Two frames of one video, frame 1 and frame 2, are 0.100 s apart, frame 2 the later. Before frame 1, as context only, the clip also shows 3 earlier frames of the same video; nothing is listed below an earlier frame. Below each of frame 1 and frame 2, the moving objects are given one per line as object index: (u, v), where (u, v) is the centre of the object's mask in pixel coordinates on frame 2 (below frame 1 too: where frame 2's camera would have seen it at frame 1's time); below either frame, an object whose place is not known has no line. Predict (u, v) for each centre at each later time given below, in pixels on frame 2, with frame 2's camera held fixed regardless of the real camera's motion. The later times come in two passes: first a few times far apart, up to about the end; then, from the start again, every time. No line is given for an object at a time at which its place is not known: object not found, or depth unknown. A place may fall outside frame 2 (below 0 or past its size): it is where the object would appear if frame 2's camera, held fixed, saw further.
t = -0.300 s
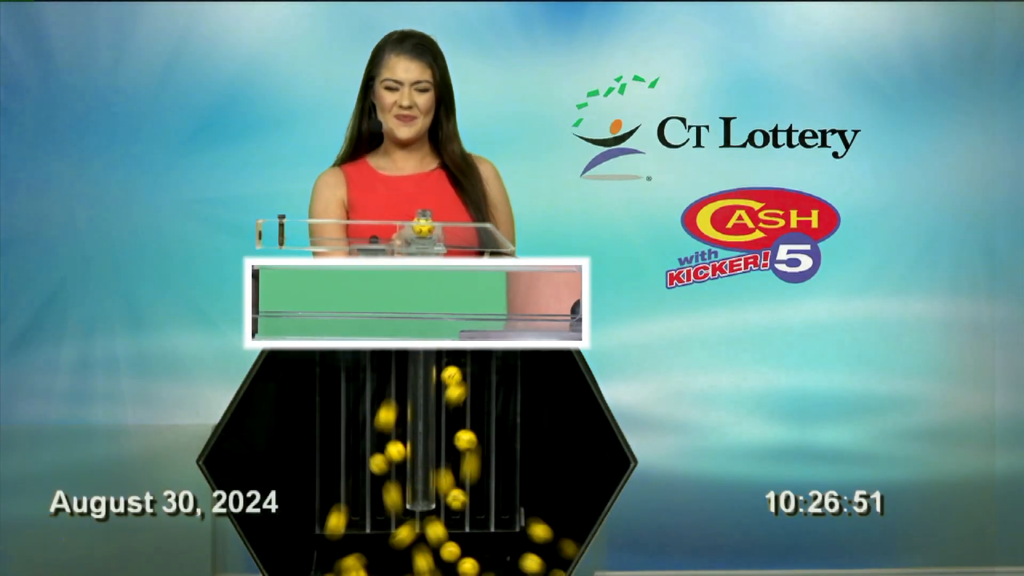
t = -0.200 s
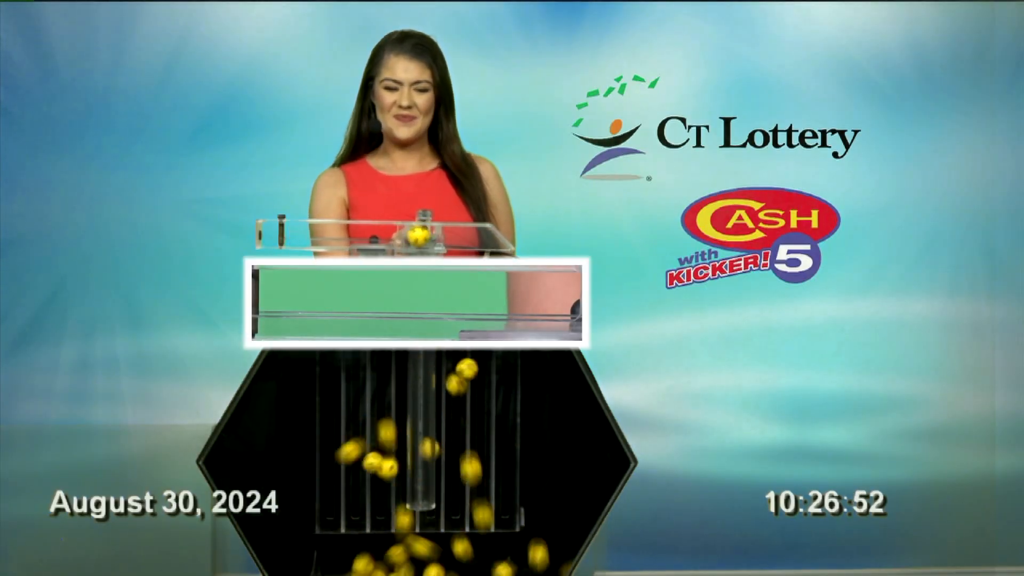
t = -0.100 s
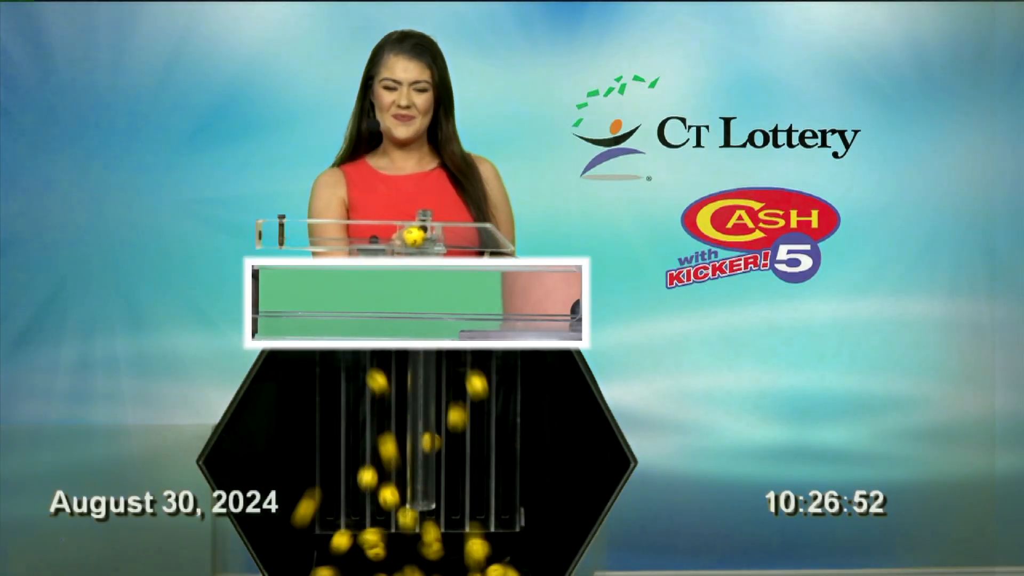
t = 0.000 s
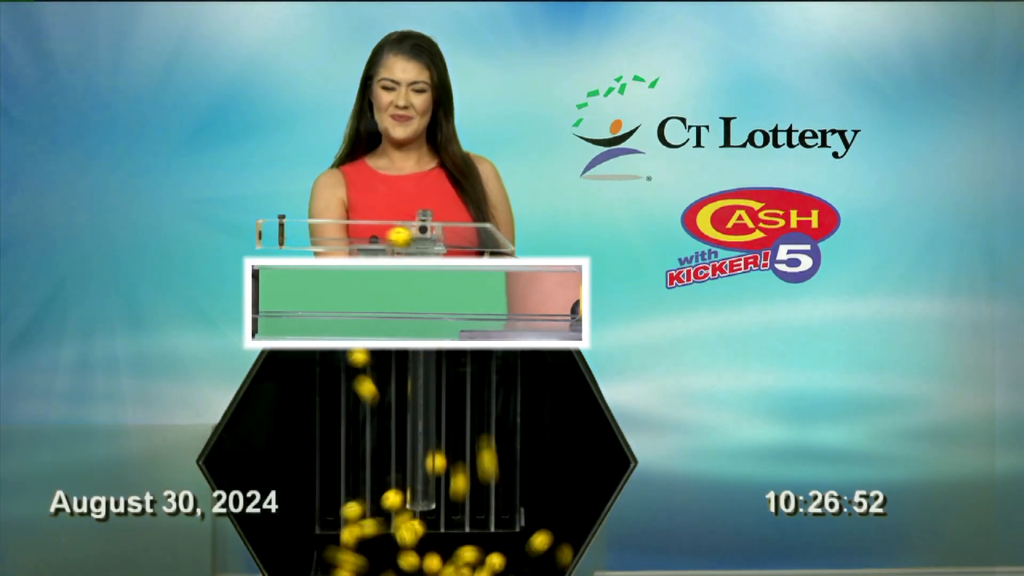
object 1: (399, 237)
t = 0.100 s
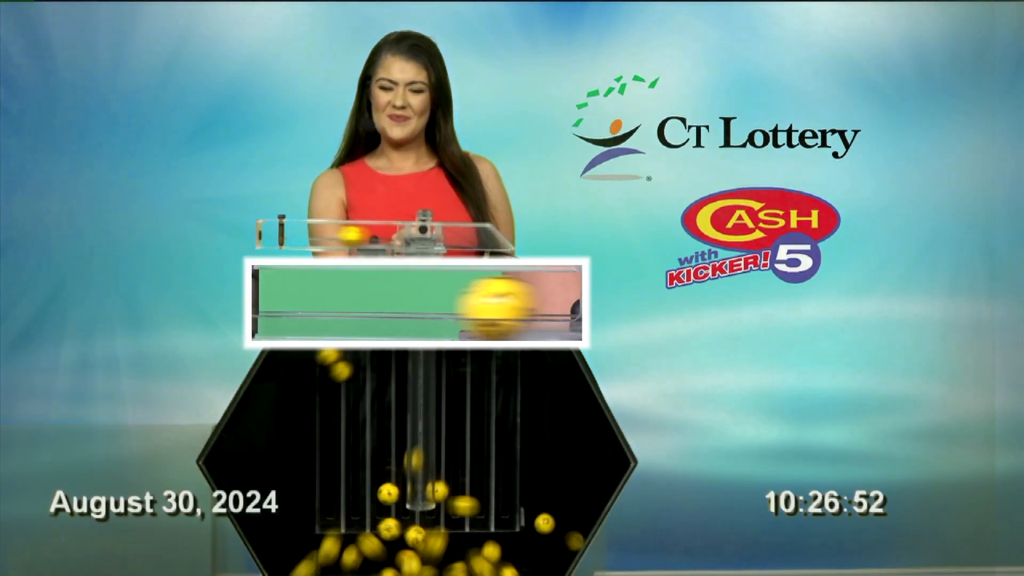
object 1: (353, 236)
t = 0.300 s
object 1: (316, 235)
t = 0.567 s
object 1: (301, 235)
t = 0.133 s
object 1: (334, 234)
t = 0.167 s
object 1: (315, 234)
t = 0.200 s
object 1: (298, 234)
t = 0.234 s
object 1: (304, 235)
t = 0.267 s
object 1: (311, 235)
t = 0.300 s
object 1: (316, 235)
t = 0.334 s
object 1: (316, 235)
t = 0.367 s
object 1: (314, 235)
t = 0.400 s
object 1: (310, 235)
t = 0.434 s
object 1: (304, 235)
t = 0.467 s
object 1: (297, 235)
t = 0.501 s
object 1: (300, 235)
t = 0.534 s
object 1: (302, 235)
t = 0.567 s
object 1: (301, 235)
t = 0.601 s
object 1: (299, 235)
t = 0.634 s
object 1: (296, 234)
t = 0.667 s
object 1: (297, 235)
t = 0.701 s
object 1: (297, 235)
